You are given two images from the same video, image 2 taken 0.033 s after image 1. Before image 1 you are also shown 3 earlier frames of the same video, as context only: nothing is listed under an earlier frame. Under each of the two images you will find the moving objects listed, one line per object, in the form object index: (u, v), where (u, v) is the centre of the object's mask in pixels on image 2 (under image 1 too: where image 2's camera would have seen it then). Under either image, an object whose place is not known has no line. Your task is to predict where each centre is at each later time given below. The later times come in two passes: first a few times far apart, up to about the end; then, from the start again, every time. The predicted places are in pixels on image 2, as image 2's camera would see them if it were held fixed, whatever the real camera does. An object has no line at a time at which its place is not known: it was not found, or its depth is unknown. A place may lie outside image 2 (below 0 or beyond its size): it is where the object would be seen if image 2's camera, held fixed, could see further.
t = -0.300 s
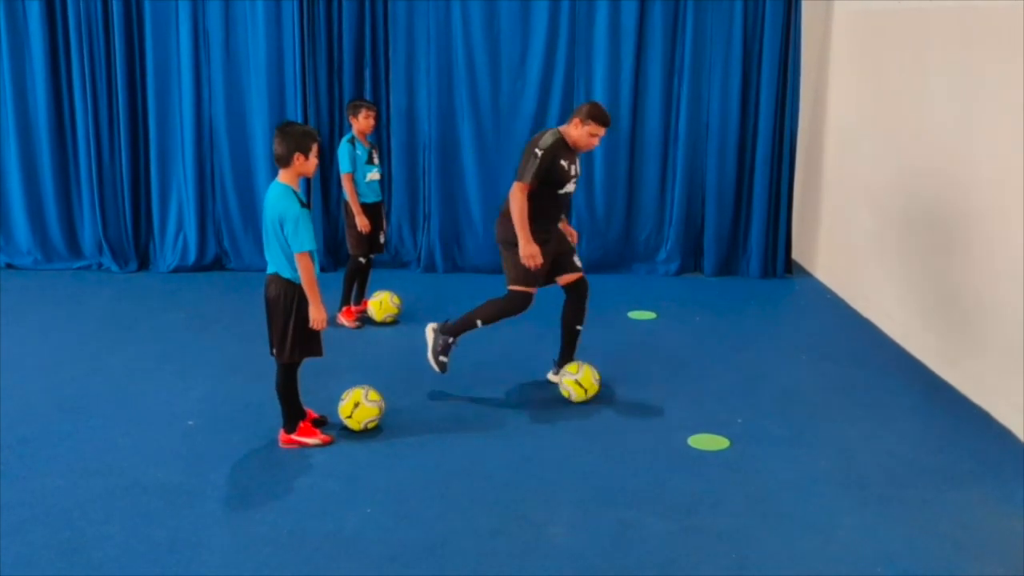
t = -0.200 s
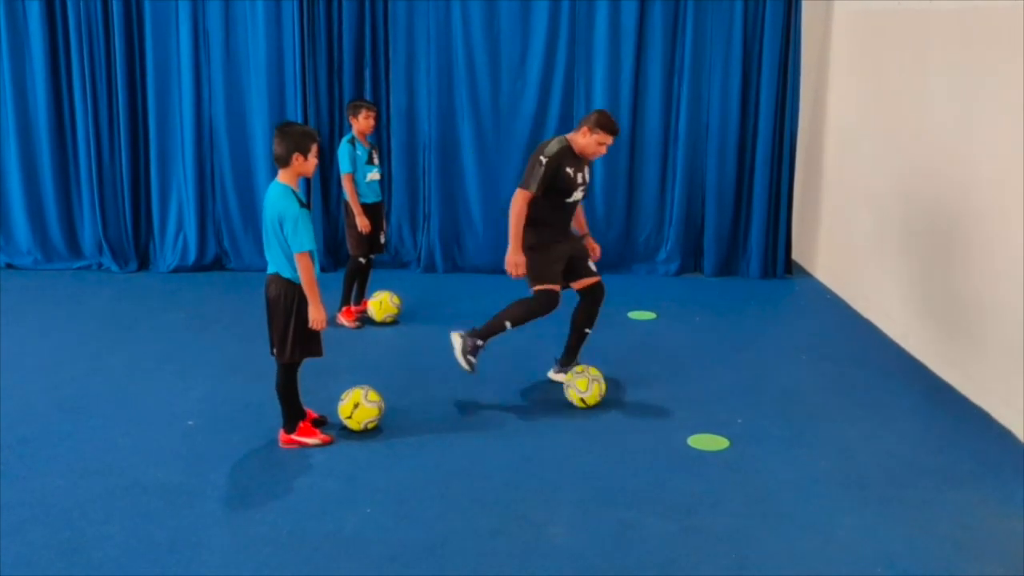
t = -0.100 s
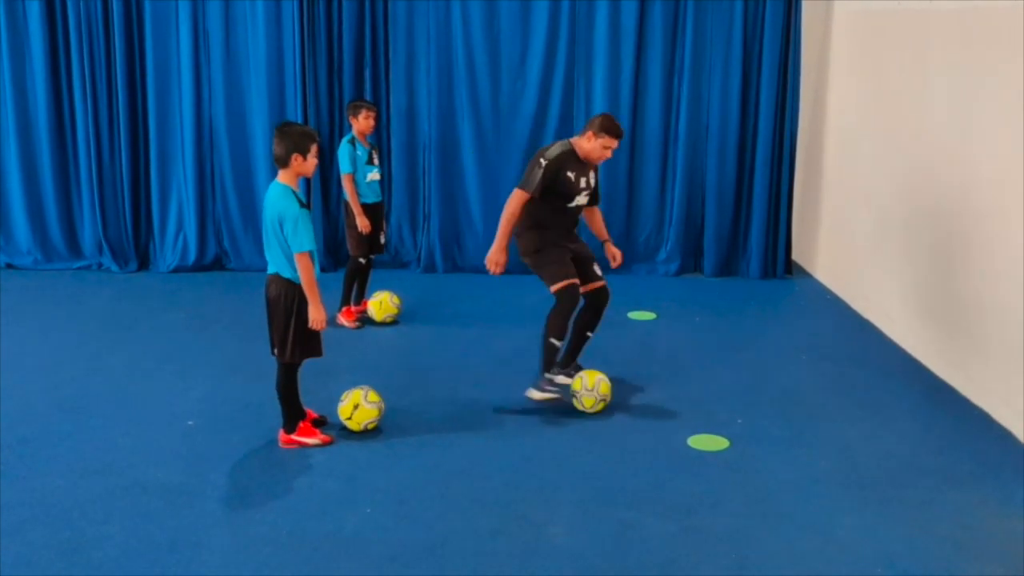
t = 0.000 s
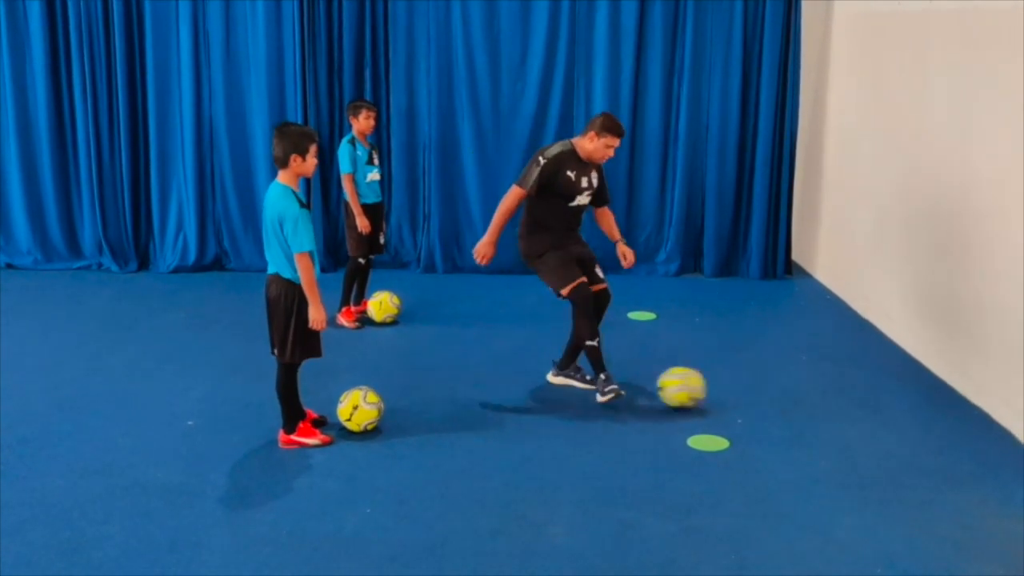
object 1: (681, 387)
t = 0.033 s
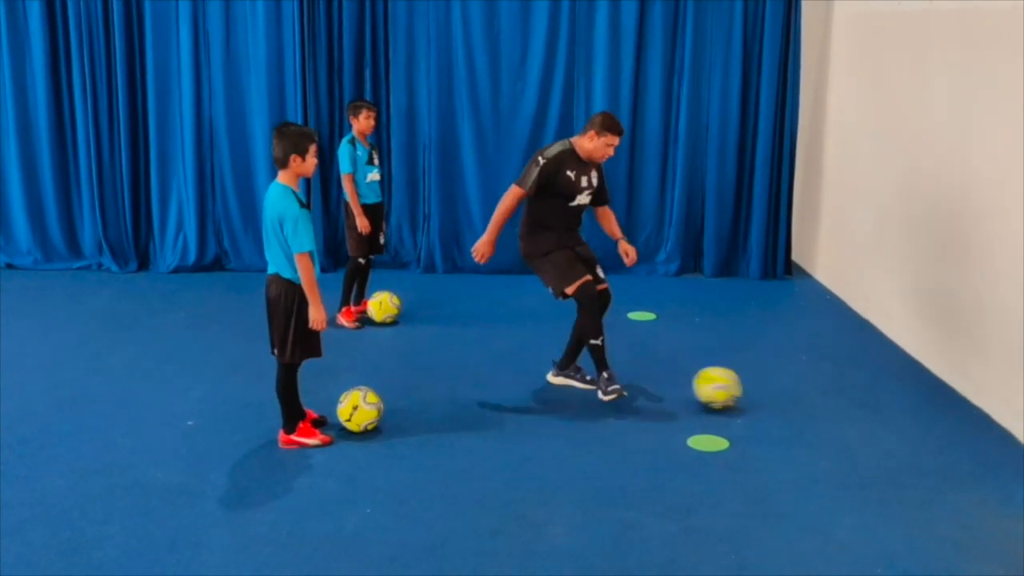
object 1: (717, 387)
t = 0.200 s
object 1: (869, 385)
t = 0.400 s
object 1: (903, 362)
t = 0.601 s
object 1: (770, 371)
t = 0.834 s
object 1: (685, 365)
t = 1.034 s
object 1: (630, 377)
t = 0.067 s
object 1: (750, 387)
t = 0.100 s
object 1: (781, 384)
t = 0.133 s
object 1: (810, 382)
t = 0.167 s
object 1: (840, 382)
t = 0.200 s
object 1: (869, 385)
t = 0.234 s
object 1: (894, 382)
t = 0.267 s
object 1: (918, 380)
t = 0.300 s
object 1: (943, 379)
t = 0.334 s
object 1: (947, 374)
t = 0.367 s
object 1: (924, 367)
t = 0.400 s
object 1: (903, 362)
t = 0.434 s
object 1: (882, 358)
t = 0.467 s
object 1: (860, 357)
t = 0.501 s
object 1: (838, 358)
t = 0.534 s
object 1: (816, 360)
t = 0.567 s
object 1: (793, 365)
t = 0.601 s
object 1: (770, 371)
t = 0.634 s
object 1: (747, 379)
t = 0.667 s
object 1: (728, 386)
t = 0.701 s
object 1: (719, 378)
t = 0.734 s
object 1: (711, 372)
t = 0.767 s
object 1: (702, 368)
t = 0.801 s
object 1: (694, 365)
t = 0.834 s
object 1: (685, 365)
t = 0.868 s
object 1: (676, 367)
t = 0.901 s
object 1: (667, 370)
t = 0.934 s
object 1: (658, 376)
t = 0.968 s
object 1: (649, 384)
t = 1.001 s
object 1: (639, 383)
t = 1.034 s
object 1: (630, 377)
